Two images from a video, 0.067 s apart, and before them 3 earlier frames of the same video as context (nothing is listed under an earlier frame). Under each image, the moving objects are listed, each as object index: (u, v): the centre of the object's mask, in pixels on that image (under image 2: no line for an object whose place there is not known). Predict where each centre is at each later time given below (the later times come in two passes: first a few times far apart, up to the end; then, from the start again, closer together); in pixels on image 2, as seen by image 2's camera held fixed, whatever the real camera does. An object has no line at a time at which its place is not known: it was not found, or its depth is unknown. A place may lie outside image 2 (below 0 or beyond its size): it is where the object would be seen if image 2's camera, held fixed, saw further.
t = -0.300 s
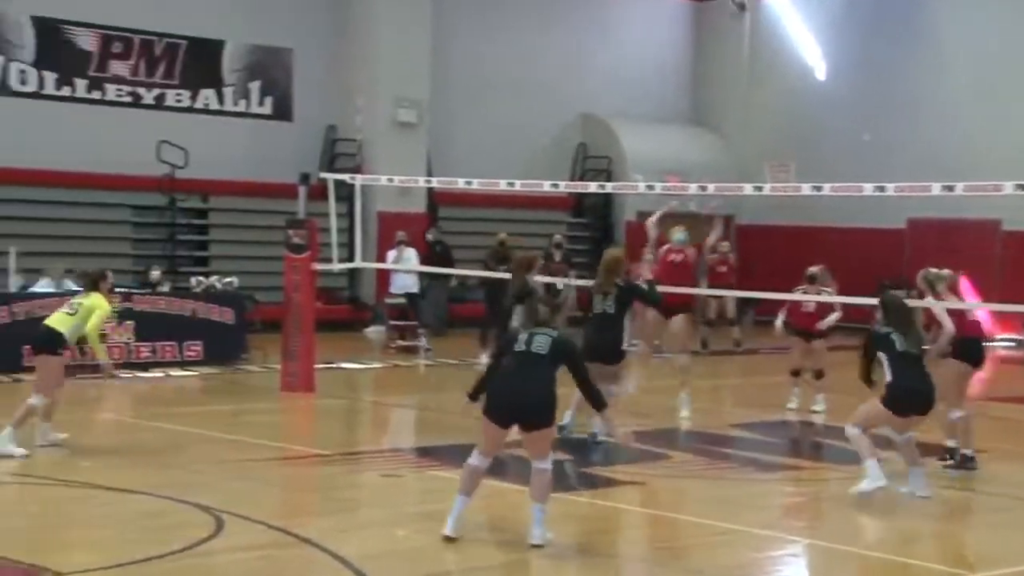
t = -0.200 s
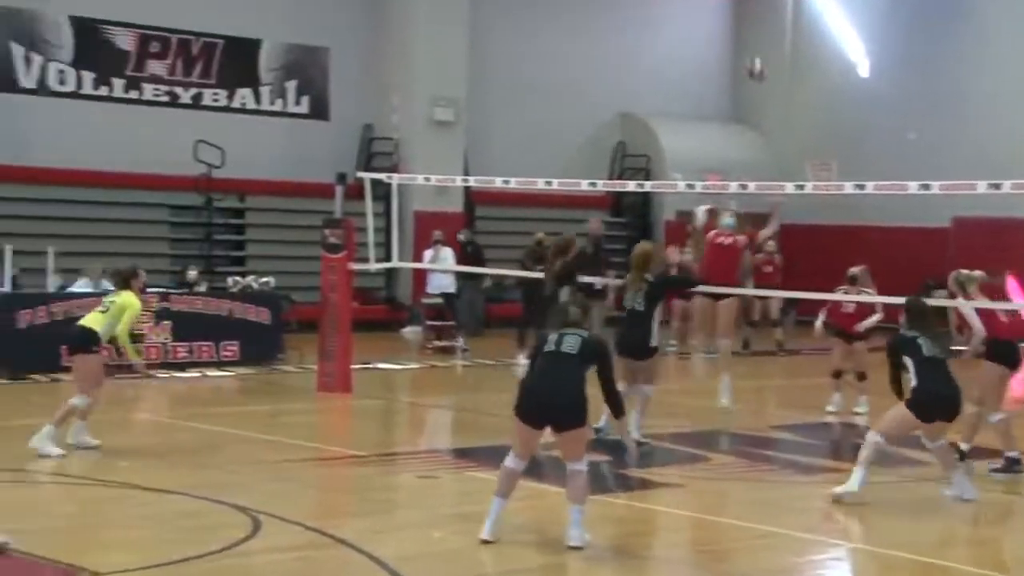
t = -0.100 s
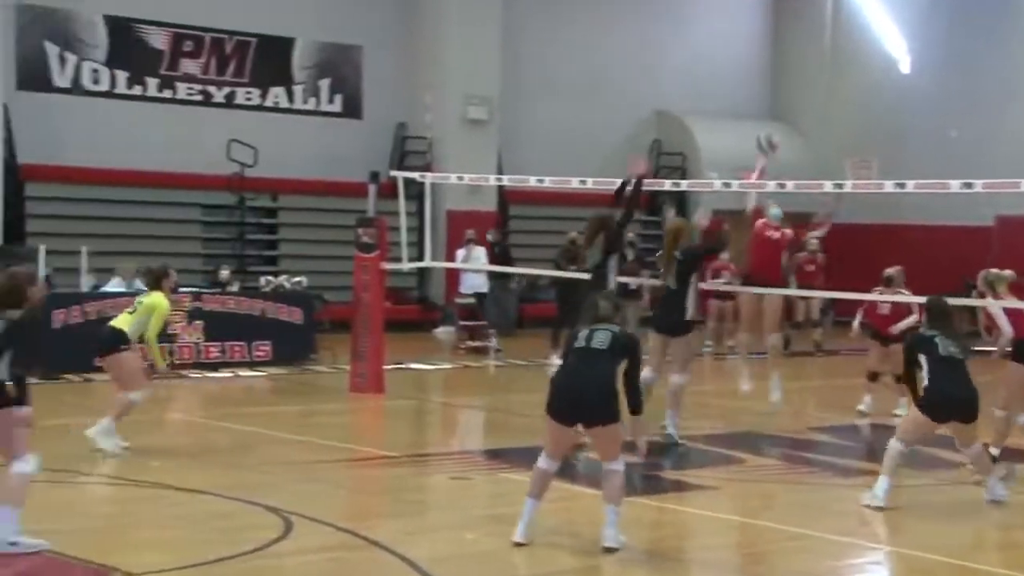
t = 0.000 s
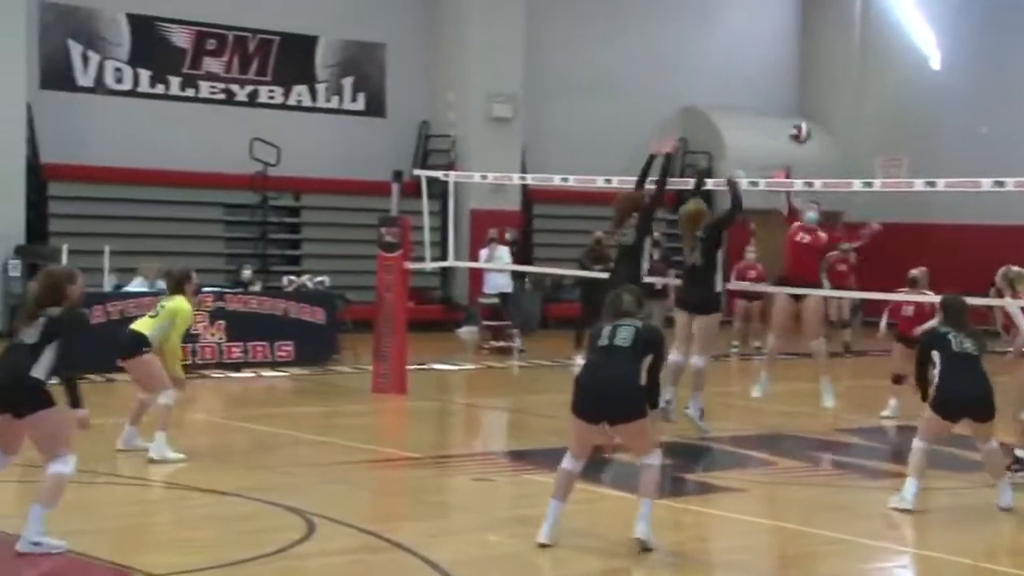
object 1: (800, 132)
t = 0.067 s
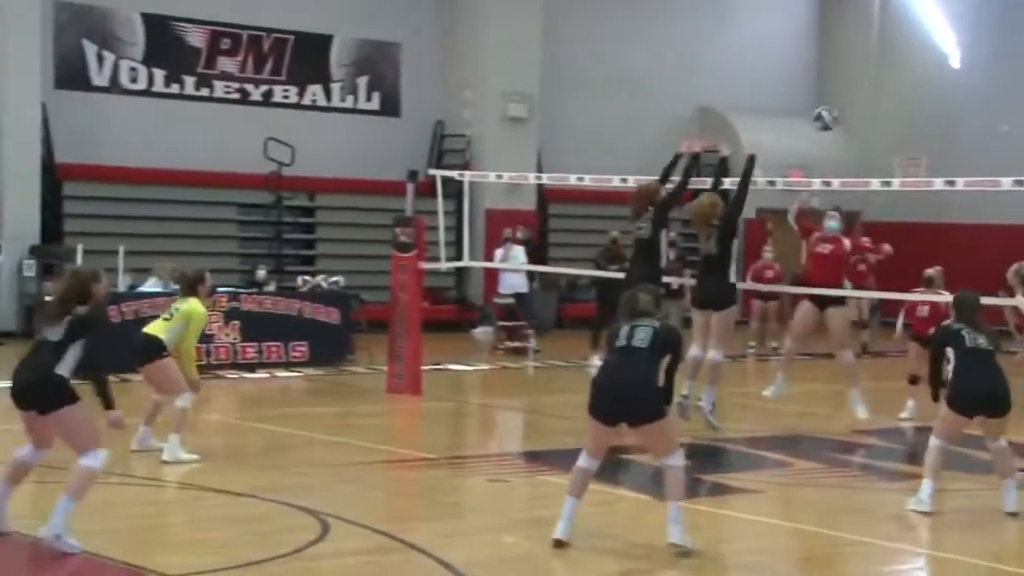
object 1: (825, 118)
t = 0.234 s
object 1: (846, 108)
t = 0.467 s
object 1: (880, 173)
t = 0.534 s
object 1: (890, 218)
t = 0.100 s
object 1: (828, 113)
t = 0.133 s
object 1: (834, 110)
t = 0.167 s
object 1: (837, 109)
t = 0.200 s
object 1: (841, 107)
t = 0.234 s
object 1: (846, 108)
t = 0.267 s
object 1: (850, 112)
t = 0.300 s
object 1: (854, 118)
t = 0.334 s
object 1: (860, 125)
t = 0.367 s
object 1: (863, 135)
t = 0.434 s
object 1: (876, 158)
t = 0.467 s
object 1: (880, 173)
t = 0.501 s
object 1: (885, 196)
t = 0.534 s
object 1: (890, 218)
